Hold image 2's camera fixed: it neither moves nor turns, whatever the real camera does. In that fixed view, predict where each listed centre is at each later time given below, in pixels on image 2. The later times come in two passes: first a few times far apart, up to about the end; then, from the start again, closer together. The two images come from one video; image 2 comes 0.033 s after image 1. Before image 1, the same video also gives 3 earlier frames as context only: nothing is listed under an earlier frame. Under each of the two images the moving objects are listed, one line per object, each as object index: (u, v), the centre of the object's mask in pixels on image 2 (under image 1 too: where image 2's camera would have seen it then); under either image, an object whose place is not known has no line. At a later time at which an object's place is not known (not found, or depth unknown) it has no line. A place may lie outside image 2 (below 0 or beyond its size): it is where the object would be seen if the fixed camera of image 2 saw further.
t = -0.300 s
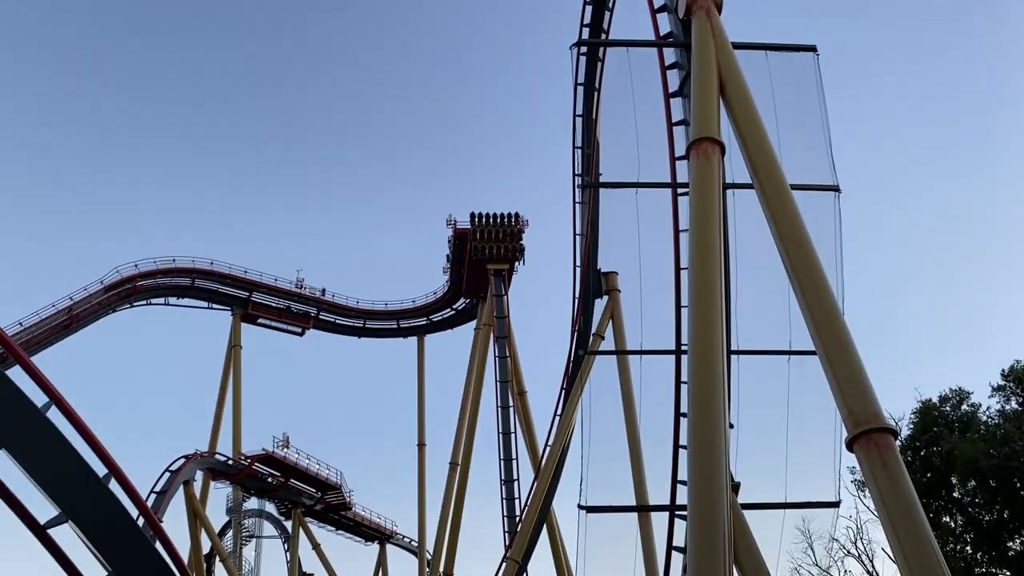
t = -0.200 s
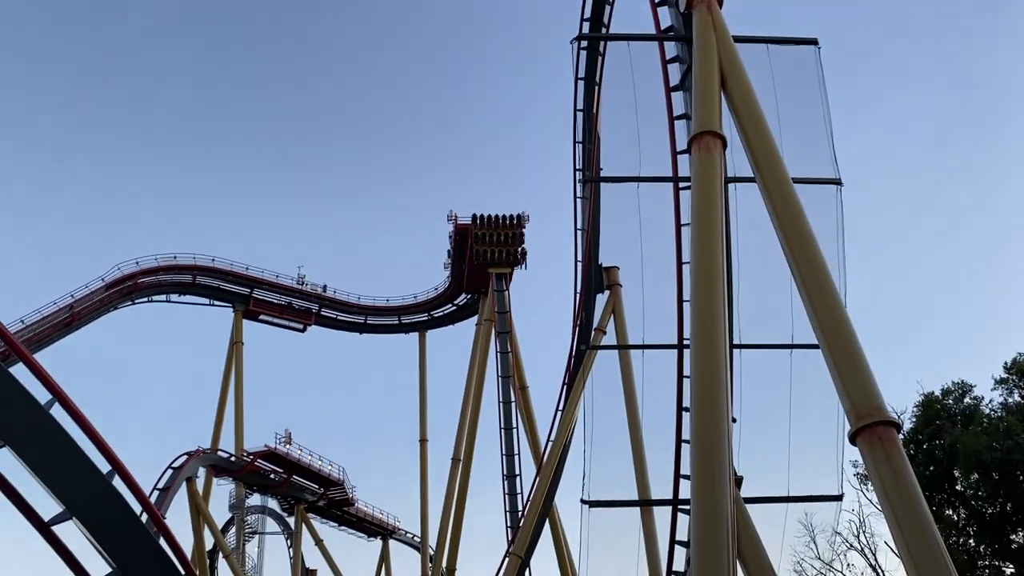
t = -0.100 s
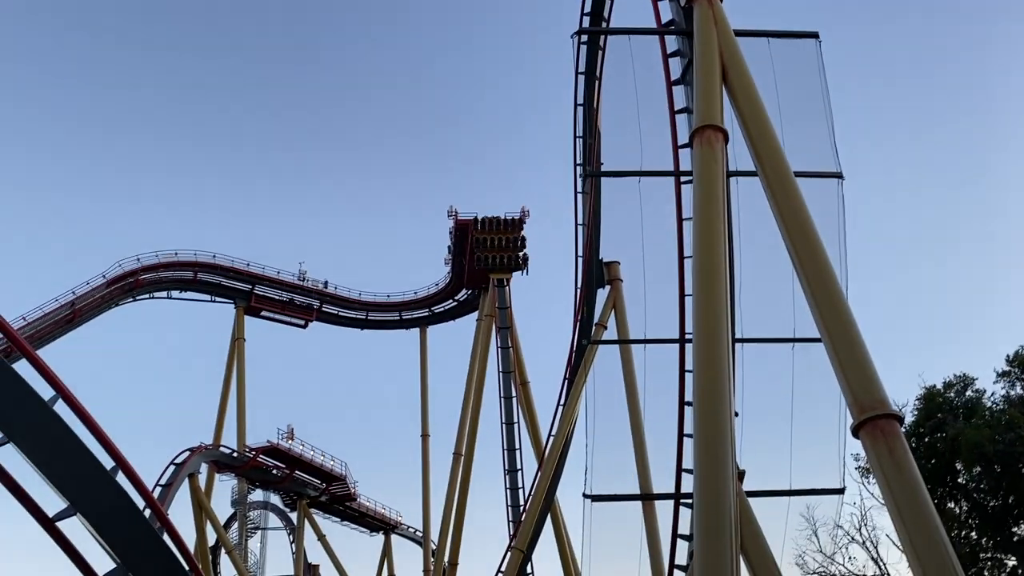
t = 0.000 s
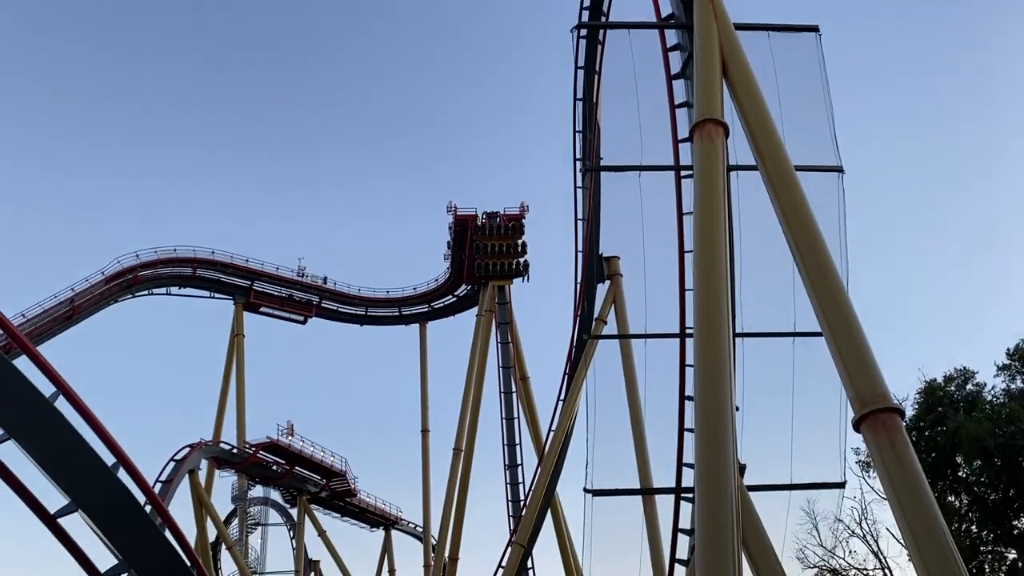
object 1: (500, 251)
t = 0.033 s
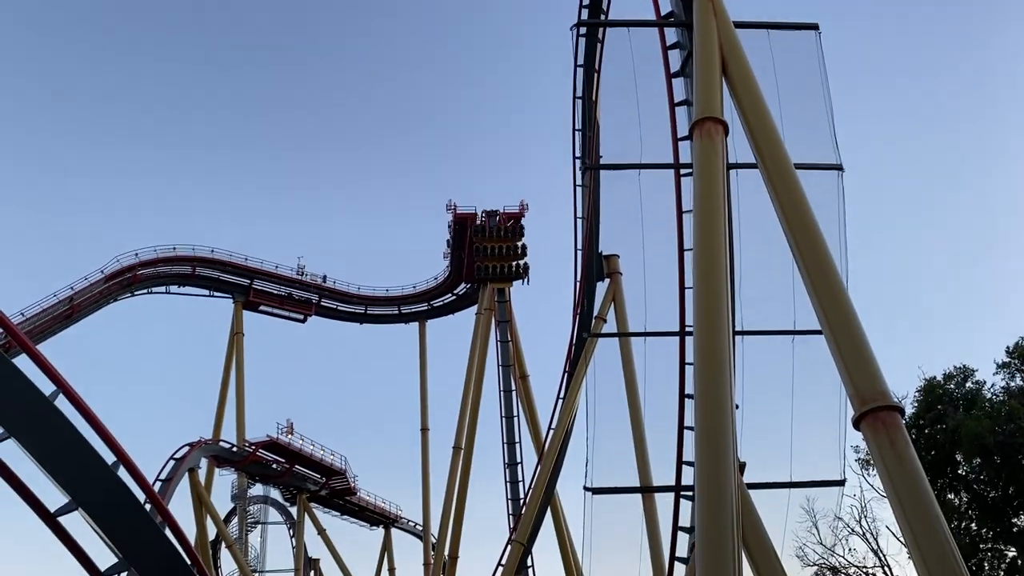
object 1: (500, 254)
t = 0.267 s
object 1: (502, 287)
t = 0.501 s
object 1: (505, 329)
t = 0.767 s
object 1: (509, 389)
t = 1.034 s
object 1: (512, 458)
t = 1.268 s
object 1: (514, 531)
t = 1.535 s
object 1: (537, 611)
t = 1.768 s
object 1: (549, 676)
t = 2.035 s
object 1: (571, 728)
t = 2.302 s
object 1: (582, 747)
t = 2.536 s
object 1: (601, 714)
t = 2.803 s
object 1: (640, 590)
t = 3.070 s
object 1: (656, 383)
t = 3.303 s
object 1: (651, 179)
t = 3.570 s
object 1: (630, 29)
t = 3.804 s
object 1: (615, -35)
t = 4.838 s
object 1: (577, 59)
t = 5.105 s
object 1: (570, 114)
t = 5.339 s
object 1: (566, 172)
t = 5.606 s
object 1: (561, 246)
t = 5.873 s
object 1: (553, 329)
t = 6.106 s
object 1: (537, 404)
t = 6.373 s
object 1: (506, 494)
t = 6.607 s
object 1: (475, 572)
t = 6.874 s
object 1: (436, 649)
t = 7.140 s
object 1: (398, 697)
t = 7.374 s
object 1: (374, 709)
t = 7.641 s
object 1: (353, 696)
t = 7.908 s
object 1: (330, 658)
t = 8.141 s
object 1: (311, 620)
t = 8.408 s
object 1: (293, 582)
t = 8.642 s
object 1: (284, 557)
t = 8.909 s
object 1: (281, 536)
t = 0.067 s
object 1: (501, 258)
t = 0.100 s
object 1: (501, 262)
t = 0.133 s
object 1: (501, 267)
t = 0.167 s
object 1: (501, 272)
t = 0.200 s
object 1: (502, 276)
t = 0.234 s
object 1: (502, 281)
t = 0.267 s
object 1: (502, 287)
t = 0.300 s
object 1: (502, 292)
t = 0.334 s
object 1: (503, 298)
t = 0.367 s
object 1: (503, 304)
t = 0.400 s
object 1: (503, 310)
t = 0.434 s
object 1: (504, 316)
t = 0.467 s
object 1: (504, 322)
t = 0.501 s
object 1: (505, 329)
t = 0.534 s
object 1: (505, 336)
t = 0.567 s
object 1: (506, 343)
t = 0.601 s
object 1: (507, 350)
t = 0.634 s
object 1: (507, 357)
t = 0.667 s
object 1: (508, 365)
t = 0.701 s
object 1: (508, 373)
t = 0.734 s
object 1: (509, 381)
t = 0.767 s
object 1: (509, 389)
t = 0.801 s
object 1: (510, 397)
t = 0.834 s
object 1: (511, 406)
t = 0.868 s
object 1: (511, 414)
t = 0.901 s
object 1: (511, 423)
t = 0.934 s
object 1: (511, 432)
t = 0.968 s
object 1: (512, 441)
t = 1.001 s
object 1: (512, 450)
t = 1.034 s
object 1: (512, 458)
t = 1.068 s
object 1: (512, 467)
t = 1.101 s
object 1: (511, 476)
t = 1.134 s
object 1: (509, 485)
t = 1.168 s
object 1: (508, 493)
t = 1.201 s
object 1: (506, 503)
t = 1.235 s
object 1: (515, 519)
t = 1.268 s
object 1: (514, 531)
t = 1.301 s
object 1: (530, 540)
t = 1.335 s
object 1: (527, 550)
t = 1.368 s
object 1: (530, 562)
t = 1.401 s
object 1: (532, 571)
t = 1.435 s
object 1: (538, 584)
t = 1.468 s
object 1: (537, 593)
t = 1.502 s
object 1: (537, 603)
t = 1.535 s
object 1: (537, 611)
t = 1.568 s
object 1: (538, 620)
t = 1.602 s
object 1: (539, 630)
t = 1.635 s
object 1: (540, 638)
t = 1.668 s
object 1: (542, 648)
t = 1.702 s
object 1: (544, 653)
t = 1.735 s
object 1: (546, 663)
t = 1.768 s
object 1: (549, 676)
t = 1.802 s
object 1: (551, 680)
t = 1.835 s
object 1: (554, 692)
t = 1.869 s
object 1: (556, 698)
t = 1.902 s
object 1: (559, 706)
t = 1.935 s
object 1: (564, 716)
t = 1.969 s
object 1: (567, 722)
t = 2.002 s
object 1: (569, 723)
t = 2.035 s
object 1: (571, 728)
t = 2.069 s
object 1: (573, 733)
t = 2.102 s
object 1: (575, 738)
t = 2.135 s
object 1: (575, 742)
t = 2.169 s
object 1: (575, 745)
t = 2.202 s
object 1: (576, 748)
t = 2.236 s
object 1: (580, 746)
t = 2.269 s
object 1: (580, 747)
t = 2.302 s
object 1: (582, 747)
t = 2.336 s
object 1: (585, 745)
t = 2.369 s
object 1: (587, 744)
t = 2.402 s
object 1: (590, 741)
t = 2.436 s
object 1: (593, 736)
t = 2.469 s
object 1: (596, 730)
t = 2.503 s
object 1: (598, 723)
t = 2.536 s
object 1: (601, 714)
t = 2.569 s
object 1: (605, 704)
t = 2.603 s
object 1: (611, 687)
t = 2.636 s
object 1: (615, 676)
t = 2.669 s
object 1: (619, 666)
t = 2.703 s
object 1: (622, 652)
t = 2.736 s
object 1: (627, 634)
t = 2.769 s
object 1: (634, 611)
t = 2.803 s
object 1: (640, 590)
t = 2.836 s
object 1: (644, 570)
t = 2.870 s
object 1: (648, 547)
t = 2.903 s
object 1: (651, 523)
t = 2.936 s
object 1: (653, 497)
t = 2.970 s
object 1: (654, 471)
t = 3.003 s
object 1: (655, 442)
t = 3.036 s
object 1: (654, 408)
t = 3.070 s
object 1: (656, 383)
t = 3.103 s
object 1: (656, 353)
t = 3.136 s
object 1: (656, 321)
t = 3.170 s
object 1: (655, 291)
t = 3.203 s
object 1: (654, 261)
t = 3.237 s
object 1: (653, 232)
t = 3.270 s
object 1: (652, 204)
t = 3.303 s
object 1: (651, 179)
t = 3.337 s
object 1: (649, 155)
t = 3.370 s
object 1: (647, 132)
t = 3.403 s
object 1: (643, 115)
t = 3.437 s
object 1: (642, 95)
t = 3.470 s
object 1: (639, 77)
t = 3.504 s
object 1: (636, 60)
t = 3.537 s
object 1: (634, 45)
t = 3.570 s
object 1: (630, 29)
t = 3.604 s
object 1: (627, 16)
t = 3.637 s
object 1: (624, 2)
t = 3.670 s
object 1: (622, -8)
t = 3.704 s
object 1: (612, -24)
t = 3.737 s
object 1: (618, -27)
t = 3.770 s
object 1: (615, -32)
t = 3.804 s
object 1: (615, -35)
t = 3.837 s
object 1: (612, -40)
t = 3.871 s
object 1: (610, -44)
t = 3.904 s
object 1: (609, -48)
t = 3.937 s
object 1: (603, -51)
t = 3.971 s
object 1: (608, -52)
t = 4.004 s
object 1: (606, -53)
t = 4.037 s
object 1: (605, -53)
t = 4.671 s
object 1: (583, 26)
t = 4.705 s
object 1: (582, 32)
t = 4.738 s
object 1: (580, 39)
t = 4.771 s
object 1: (579, 45)
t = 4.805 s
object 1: (579, 51)
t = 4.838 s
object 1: (577, 59)
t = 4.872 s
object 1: (576, 65)
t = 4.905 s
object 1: (575, 71)
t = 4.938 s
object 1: (574, 78)
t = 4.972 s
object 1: (573, 85)
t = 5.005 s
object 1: (572, 92)
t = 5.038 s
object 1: (572, 100)
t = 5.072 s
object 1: (571, 107)
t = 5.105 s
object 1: (570, 114)
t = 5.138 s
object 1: (569, 121)
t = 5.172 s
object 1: (569, 130)
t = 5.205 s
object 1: (568, 138)
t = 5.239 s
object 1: (567, 146)
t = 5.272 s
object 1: (567, 154)
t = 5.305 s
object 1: (566, 163)
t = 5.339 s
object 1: (566, 172)
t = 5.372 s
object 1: (565, 180)
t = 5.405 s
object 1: (563, 190)
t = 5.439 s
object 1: (563, 199)
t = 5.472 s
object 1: (563, 207)
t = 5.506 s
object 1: (563, 216)
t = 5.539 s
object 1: (563, 227)
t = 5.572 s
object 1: (562, 237)
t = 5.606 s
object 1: (561, 246)
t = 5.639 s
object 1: (561, 256)
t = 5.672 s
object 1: (560, 266)
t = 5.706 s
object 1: (559, 277)
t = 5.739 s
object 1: (558, 287)
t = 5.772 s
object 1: (558, 297)
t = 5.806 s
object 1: (556, 308)
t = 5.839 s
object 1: (555, 318)
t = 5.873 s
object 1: (553, 329)
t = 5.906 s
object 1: (551, 340)
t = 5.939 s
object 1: (549, 351)
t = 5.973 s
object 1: (548, 362)
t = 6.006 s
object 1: (545, 372)
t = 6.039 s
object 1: (543, 383)
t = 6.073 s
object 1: (540, 393)
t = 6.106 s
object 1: (537, 404)
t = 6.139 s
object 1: (534, 415)
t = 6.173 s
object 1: (531, 426)
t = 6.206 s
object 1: (527, 437)
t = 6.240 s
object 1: (523, 448)
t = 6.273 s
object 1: (519, 461)
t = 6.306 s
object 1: (515, 471)
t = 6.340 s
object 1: (510, 482)
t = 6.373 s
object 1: (506, 494)
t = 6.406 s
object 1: (502, 506)
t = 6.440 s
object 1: (498, 517)
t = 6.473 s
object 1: (493, 529)
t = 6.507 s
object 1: (489, 540)
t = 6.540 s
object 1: (485, 550)
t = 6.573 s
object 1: (480, 562)
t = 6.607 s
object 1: (475, 572)
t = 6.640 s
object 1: (471, 584)
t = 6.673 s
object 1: (466, 592)
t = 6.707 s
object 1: (462, 603)
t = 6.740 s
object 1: (457, 614)
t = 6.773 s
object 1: (452, 623)
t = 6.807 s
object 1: (446, 632)
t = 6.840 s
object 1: (441, 641)
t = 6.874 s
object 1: (436, 649)
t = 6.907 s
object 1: (431, 656)
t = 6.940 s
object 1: (427, 664)
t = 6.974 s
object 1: (421, 671)
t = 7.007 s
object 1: (417, 677)
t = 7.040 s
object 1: (411, 682)
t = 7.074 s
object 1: (405, 689)
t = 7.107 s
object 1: (404, 692)
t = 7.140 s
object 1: (398, 697)
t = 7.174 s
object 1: (393, 701)
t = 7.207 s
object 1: (389, 704)
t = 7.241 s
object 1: (384, 706)
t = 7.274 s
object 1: (381, 708)
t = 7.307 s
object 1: (380, 709)
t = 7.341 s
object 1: (378, 709)
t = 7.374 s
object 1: (374, 709)
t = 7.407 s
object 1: (374, 709)
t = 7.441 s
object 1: (371, 708)
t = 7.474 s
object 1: (368, 707)
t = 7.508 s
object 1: (367, 705)
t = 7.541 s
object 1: (361, 703)
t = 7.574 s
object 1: (357, 701)
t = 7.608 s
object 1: (356, 699)
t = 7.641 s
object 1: (353, 696)
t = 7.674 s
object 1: (349, 690)
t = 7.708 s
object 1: (346, 686)
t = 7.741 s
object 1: (343, 683)
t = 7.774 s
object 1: (340, 679)
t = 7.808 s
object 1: (338, 674)
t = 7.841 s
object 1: (336, 669)
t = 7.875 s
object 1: (333, 663)
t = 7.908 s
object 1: (330, 658)
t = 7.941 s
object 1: (327, 651)
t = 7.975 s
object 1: (325, 645)
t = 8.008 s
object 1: (323, 639)
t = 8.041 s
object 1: (321, 635)
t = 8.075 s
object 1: (320, 630)
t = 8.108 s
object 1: (318, 626)
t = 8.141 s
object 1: (311, 620)
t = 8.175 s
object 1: (309, 616)
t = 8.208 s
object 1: (307, 610)
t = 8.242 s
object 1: (305, 605)
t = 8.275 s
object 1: (303, 600)
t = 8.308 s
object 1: (303, 595)
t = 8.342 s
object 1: (303, 590)
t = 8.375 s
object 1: (303, 586)
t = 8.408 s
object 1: (293, 582)
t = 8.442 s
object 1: (294, 579)
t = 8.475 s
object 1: (295, 575)
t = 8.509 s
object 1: (292, 571)
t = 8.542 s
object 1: (291, 568)
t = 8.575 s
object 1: (289, 565)
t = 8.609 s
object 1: (290, 561)
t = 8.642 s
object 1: (284, 557)
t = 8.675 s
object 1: (284, 553)
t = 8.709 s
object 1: (283, 550)
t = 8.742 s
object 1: (283, 547)
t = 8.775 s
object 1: (283, 543)
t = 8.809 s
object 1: (282, 541)
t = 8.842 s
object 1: (282, 539)
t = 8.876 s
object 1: (281, 538)
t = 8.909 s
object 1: (281, 536)
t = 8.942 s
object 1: (281, 534)
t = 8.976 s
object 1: (281, 533)
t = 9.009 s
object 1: (280, 532)
